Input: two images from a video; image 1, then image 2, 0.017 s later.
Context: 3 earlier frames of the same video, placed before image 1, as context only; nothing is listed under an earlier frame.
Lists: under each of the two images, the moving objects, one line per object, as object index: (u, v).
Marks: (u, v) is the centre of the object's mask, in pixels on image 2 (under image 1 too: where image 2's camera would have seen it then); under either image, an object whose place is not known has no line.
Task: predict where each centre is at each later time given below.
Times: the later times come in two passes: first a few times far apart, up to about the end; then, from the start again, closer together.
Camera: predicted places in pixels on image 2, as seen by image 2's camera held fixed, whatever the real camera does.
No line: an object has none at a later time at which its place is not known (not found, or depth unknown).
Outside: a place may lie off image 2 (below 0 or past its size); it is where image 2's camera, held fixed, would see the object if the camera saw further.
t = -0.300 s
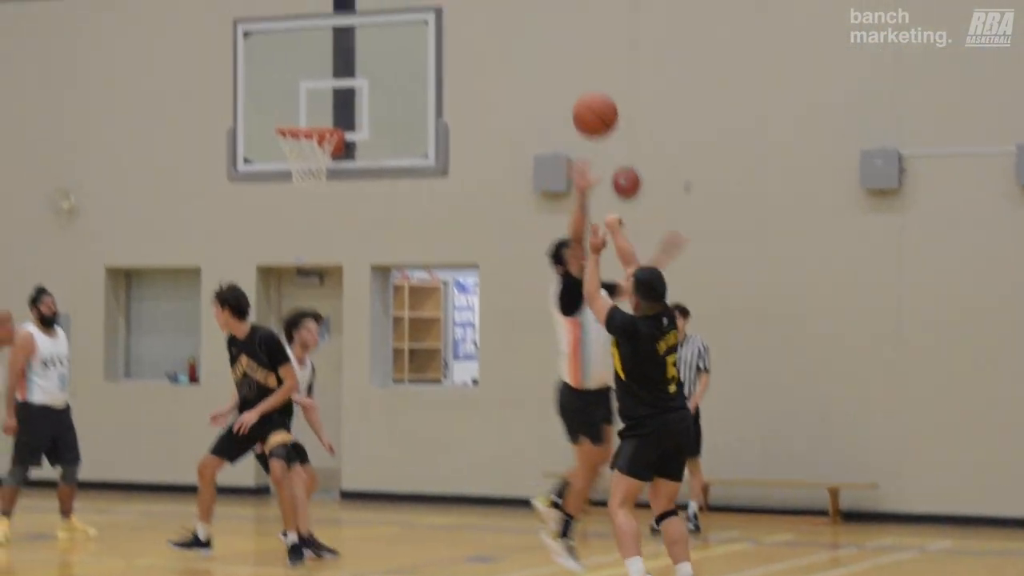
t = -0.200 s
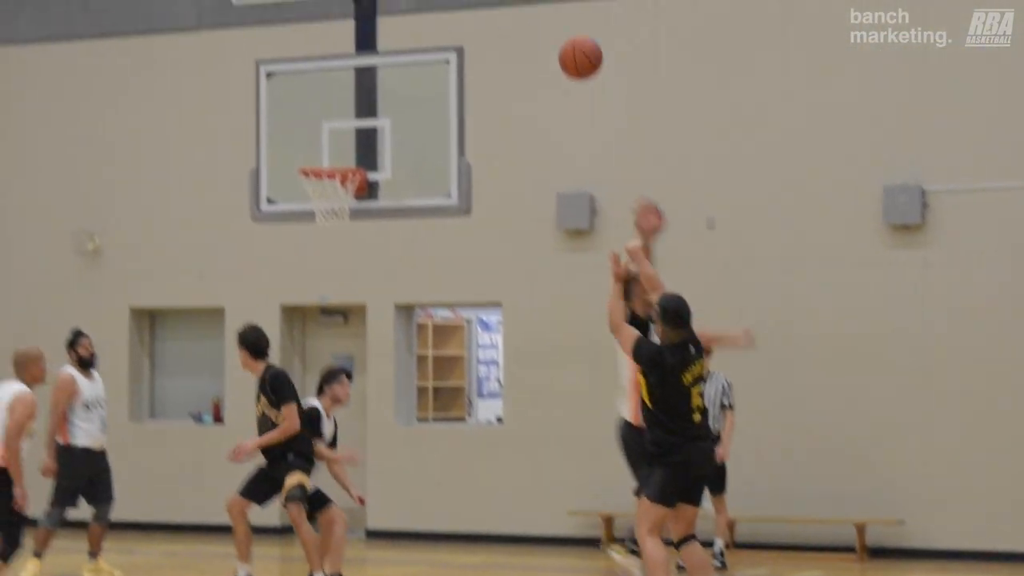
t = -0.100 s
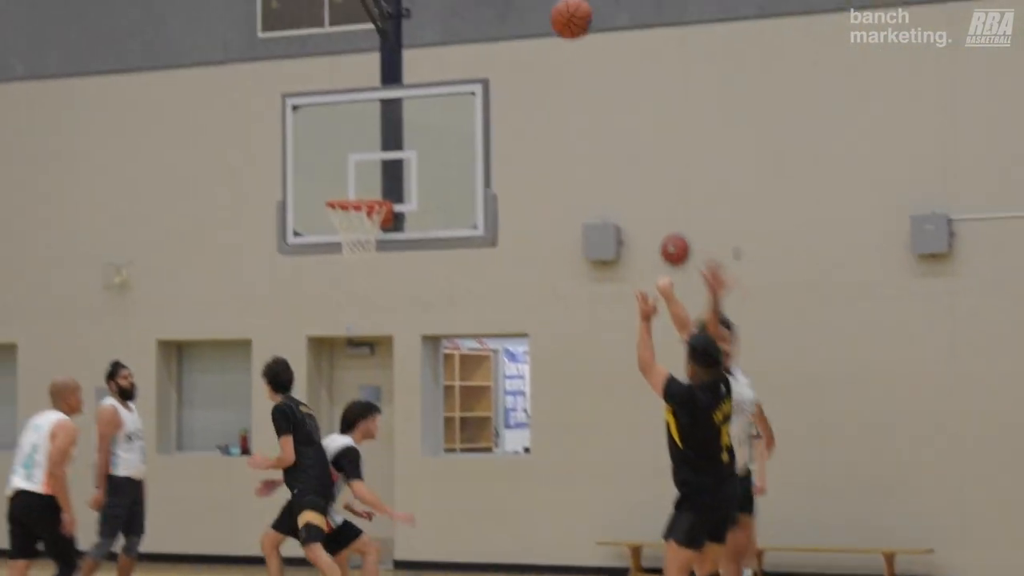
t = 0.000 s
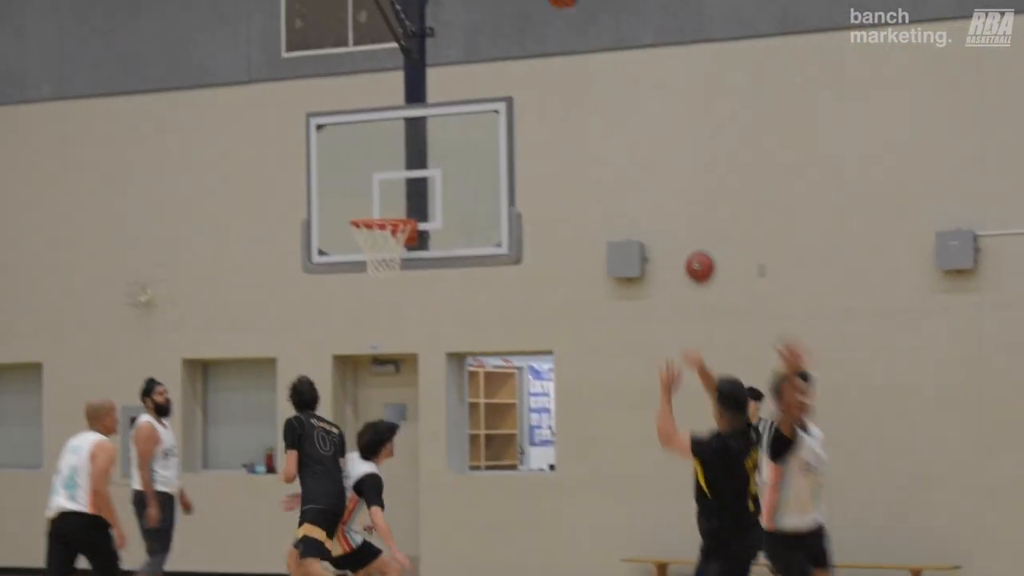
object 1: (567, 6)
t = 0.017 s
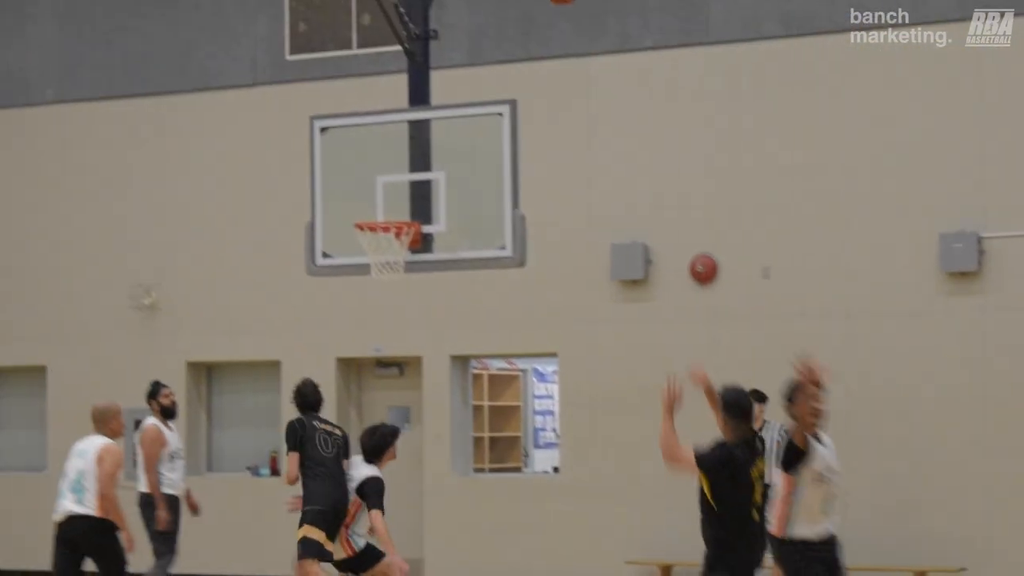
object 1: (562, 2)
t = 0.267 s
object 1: (492, -40)
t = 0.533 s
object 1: (431, 16)
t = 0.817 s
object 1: (379, 177)
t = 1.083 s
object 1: (398, 258)
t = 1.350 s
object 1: (445, 317)
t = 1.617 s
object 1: (479, 479)
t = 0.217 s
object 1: (505, -36)
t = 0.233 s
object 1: (500, -38)
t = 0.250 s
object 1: (496, -39)
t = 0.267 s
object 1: (492, -40)
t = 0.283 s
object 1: (488, -40)
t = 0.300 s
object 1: (484, -41)
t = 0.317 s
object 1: (479, -40)
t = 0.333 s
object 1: (475, -40)
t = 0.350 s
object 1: (471, -39)
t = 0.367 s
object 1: (468, -37)
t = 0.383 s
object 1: (464, -34)
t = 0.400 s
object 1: (461, -30)
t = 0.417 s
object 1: (456, -25)
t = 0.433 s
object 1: (452, -20)
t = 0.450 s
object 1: (449, -15)
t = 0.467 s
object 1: (445, -10)
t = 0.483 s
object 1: (441, -4)
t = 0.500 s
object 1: (438, 2)
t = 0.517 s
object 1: (434, 9)
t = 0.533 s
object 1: (431, 16)
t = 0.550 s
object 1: (426, 23)
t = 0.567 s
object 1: (423, 31)
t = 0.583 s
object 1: (420, 39)
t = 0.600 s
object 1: (418, 46)
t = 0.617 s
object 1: (415, 55)
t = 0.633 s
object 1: (411, 64)
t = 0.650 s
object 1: (408, 72)
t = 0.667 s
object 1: (405, 82)
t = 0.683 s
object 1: (403, 91)
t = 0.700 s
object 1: (399, 101)
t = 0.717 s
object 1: (396, 111)
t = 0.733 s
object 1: (393, 122)
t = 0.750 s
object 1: (390, 133)
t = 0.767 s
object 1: (388, 144)
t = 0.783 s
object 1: (385, 154)
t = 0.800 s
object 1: (382, 165)
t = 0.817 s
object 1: (379, 177)
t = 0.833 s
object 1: (376, 190)
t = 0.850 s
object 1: (373, 202)
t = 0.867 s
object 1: (370, 212)
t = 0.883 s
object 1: (369, 218)
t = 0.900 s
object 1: (372, 236)
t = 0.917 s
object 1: (370, 244)
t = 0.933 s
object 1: (375, 247)
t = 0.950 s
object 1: (378, 248)
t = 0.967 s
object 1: (381, 251)
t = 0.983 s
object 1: (382, 252)
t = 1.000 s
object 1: (386, 250)
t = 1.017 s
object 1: (386, 251)
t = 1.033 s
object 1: (389, 251)
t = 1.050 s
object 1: (391, 253)
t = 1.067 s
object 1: (394, 256)
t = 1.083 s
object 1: (398, 258)
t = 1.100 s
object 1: (402, 260)
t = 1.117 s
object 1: (408, 261)
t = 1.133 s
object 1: (412, 262)
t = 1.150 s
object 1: (415, 263)
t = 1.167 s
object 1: (417, 264)
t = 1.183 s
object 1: (418, 266)
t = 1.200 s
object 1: (420, 269)
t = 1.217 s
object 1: (422, 273)
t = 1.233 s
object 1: (424, 277)
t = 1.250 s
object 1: (429, 281)
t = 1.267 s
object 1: (432, 286)
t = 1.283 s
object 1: (434, 291)
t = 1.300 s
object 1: (437, 297)
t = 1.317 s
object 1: (439, 304)
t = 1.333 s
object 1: (442, 310)
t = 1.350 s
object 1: (445, 317)
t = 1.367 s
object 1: (447, 324)
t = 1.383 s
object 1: (449, 331)
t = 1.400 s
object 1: (452, 339)
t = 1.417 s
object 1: (455, 348)
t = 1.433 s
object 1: (456, 357)
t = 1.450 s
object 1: (457, 366)
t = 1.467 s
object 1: (461, 376)
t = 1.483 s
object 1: (462, 386)
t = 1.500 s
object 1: (464, 397)
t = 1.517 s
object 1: (466, 407)
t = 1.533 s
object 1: (470, 418)
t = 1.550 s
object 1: (472, 429)
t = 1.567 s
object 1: (476, 440)
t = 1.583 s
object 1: (479, 453)
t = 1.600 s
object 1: (478, 465)
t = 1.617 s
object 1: (479, 479)
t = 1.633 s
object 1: (479, 492)
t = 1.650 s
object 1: (481, 506)
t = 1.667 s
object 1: (481, 520)
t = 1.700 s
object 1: (497, 547)
